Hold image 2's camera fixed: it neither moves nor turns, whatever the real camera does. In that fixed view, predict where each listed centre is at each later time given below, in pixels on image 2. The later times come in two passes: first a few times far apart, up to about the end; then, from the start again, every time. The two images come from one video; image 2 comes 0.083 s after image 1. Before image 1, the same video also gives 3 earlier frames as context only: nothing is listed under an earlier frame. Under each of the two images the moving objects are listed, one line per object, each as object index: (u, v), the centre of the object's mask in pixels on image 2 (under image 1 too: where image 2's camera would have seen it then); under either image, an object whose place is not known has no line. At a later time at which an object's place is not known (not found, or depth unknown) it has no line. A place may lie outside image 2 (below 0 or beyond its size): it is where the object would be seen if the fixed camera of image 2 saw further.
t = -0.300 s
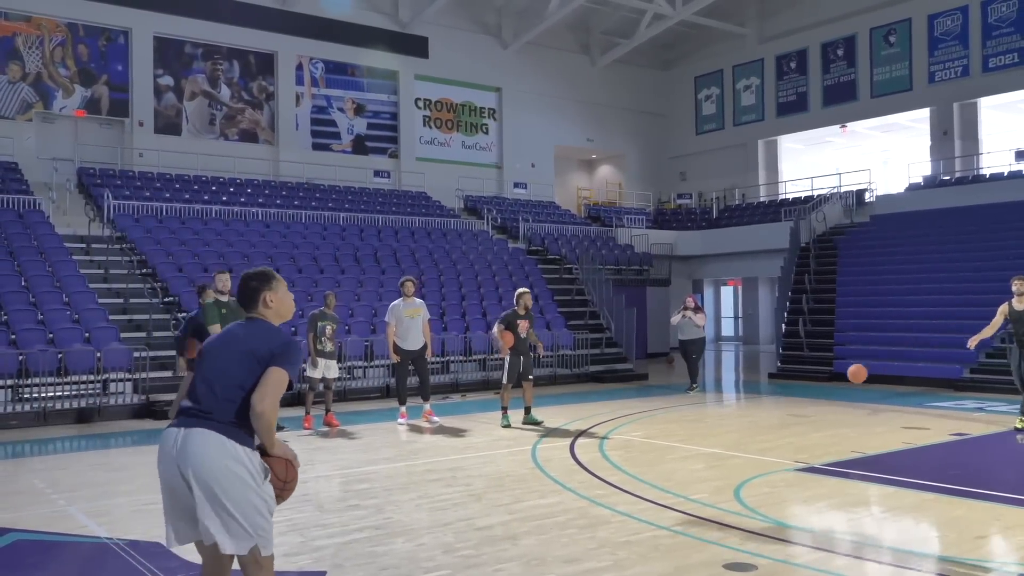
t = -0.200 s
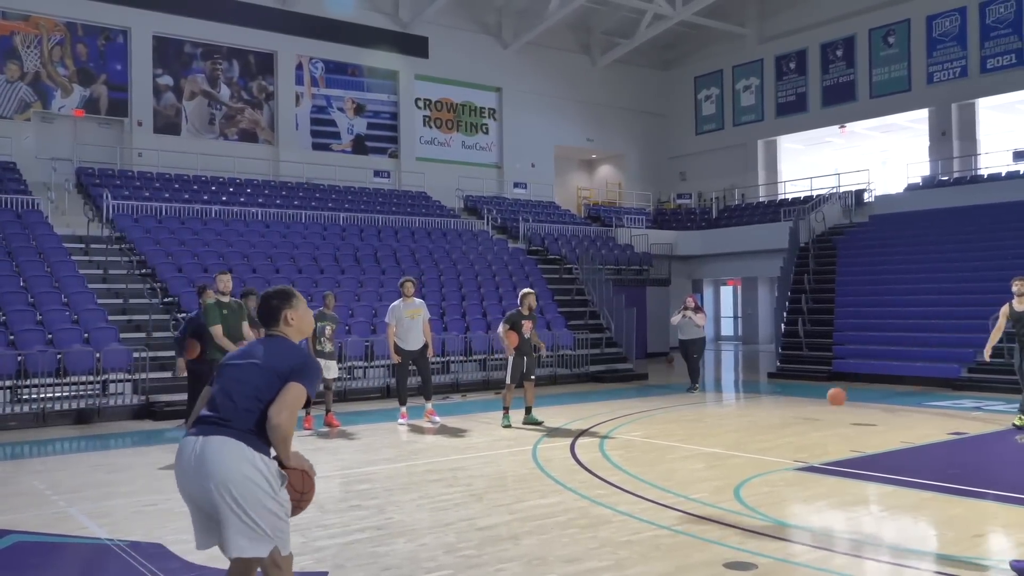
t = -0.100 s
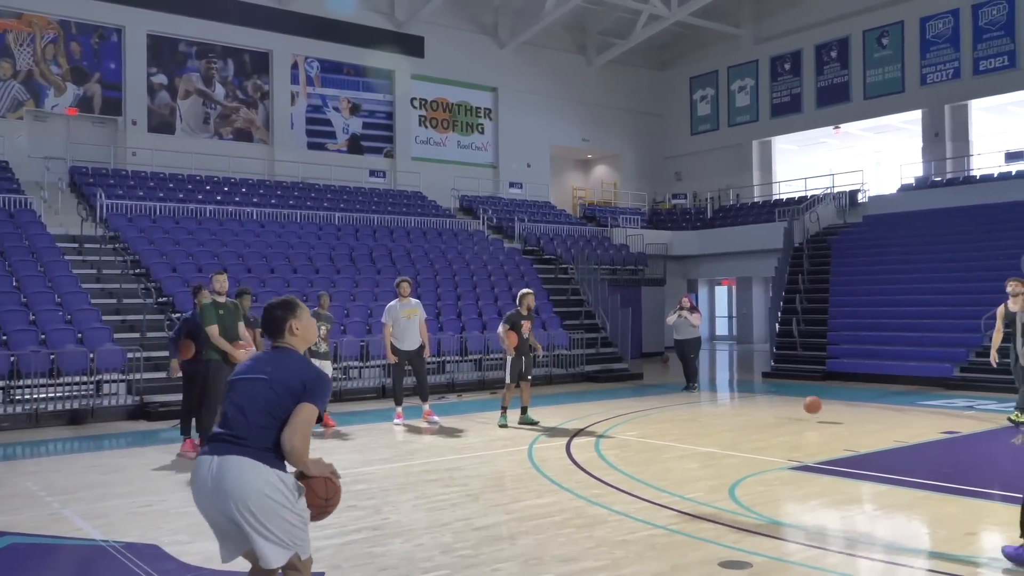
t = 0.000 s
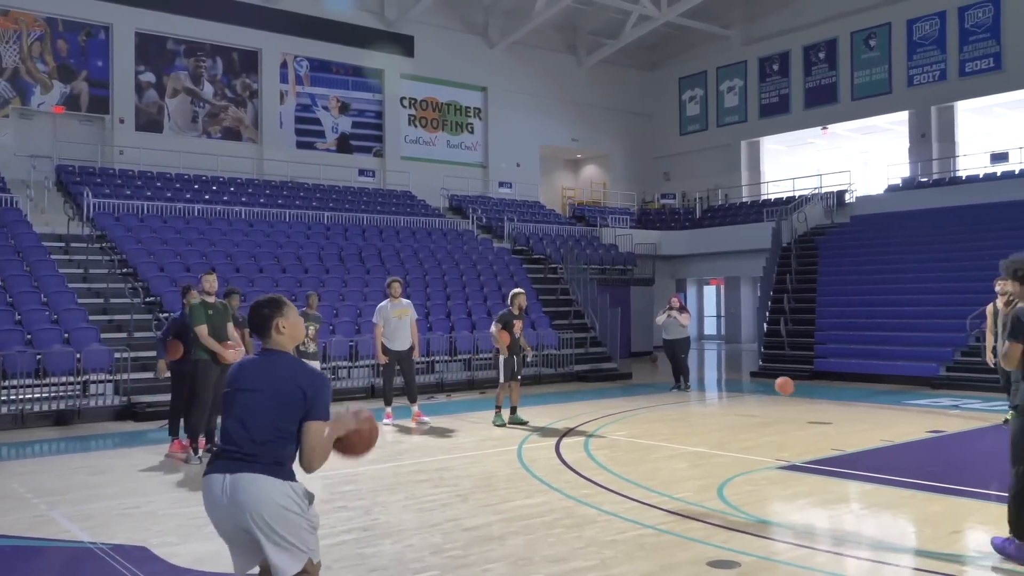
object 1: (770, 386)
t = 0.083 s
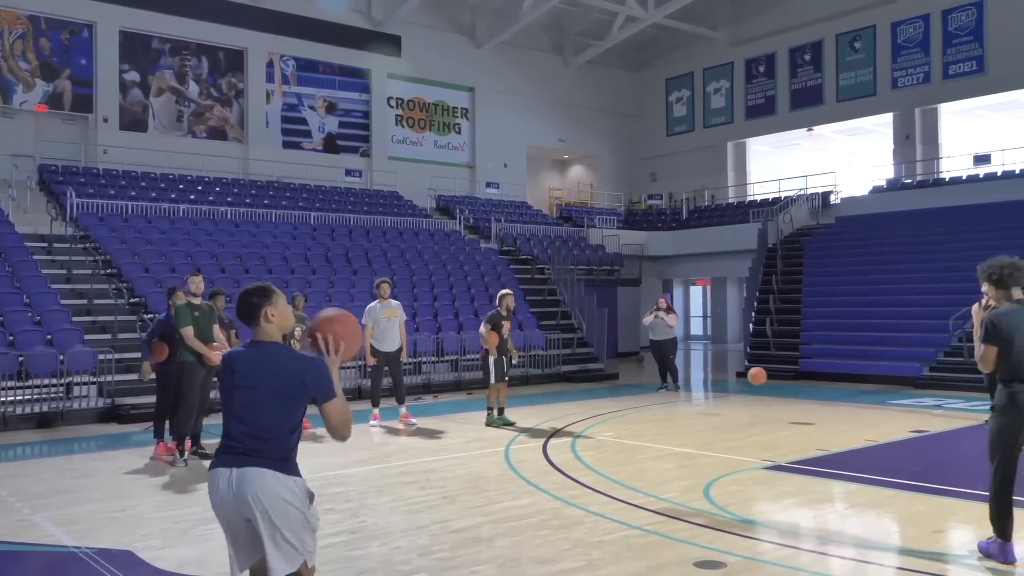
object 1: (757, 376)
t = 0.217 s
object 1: (737, 370)
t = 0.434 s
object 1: (705, 388)
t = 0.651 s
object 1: (674, 396)
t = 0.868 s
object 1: (643, 384)
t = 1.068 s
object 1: (618, 400)
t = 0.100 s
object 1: (755, 375)
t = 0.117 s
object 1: (752, 373)
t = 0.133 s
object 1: (749, 372)
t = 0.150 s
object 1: (747, 371)
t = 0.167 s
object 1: (745, 371)
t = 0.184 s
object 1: (742, 370)
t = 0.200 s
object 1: (740, 370)
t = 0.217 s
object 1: (737, 370)
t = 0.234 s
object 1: (735, 370)
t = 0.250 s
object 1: (733, 370)
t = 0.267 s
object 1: (729, 371)
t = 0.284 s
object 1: (727, 372)
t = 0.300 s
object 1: (725, 372)
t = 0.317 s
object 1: (723, 374)
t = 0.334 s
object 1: (720, 375)
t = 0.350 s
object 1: (717, 377)
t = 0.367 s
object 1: (715, 379)
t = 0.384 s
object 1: (713, 381)
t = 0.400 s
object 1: (710, 382)
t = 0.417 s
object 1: (708, 385)
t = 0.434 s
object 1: (705, 388)
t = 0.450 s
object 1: (703, 390)
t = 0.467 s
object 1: (700, 393)
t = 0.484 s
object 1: (698, 396)
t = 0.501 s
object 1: (695, 399)
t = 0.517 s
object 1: (692, 403)
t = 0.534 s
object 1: (690, 406)
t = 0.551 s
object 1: (687, 411)
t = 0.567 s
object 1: (686, 409)
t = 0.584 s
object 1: (683, 406)
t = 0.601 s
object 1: (681, 404)
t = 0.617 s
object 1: (679, 401)
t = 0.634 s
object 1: (676, 398)
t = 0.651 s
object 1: (674, 396)
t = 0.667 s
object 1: (671, 394)
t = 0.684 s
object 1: (669, 392)
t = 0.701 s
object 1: (666, 390)
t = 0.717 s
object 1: (664, 388)
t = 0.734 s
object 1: (661, 387)
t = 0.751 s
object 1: (659, 386)
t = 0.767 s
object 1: (656, 385)
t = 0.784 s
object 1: (654, 384)
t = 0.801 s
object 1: (652, 384)
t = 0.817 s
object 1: (650, 383)
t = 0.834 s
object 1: (648, 383)
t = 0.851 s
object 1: (646, 383)
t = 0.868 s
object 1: (643, 384)
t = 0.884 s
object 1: (641, 384)
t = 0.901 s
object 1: (639, 384)
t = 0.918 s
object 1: (637, 385)
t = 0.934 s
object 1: (635, 385)
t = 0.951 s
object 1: (633, 387)
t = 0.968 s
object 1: (631, 388)
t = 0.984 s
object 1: (628, 389)
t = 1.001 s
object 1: (626, 391)
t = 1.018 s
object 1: (624, 393)
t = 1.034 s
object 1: (622, 395)
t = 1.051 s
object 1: (620, 397)
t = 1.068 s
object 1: (618, 400)
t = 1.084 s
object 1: (616, 403)
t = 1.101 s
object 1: (614, 406)
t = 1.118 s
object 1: (612, 406)
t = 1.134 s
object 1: (610, 404)
